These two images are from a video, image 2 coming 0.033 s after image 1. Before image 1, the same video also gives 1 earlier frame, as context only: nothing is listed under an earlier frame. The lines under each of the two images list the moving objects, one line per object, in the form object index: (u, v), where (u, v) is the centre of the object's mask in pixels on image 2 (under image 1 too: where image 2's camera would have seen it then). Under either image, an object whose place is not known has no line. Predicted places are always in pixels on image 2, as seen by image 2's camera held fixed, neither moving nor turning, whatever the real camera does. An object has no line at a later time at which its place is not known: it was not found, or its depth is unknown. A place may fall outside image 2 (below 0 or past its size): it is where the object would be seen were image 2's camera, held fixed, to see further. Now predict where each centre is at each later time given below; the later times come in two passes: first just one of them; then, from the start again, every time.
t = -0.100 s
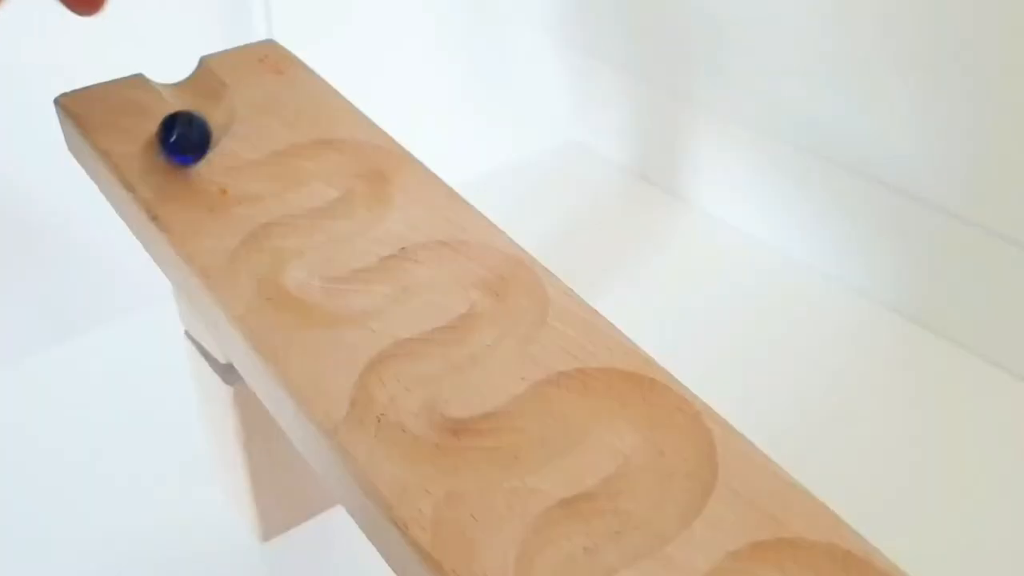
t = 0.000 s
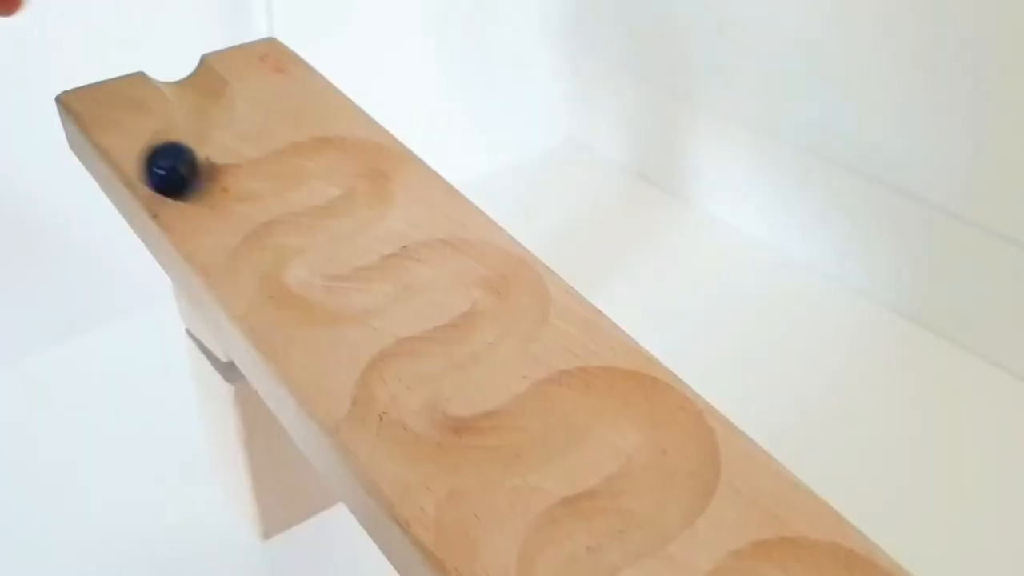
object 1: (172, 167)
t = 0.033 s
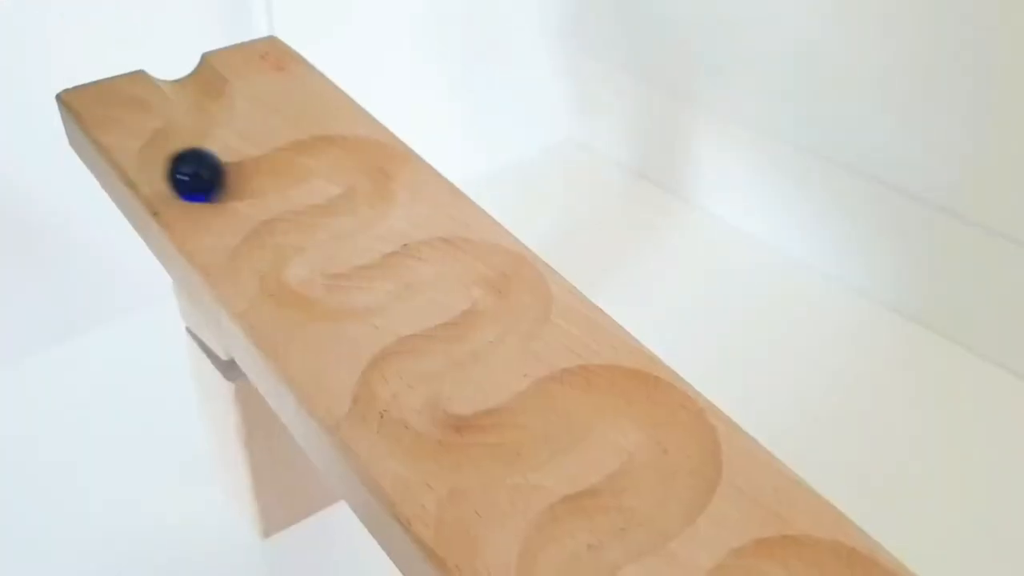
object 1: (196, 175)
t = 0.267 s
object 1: (351, 140)
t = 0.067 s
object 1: (218, 178)
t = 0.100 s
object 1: (244, 175)
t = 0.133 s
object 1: (267, 168)
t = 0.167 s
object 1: (291, 160)
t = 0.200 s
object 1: (314, 152)
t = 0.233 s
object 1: (333, 144)
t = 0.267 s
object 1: (351, 140)
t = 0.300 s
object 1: (366, 153)
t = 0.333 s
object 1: (384, 164)
